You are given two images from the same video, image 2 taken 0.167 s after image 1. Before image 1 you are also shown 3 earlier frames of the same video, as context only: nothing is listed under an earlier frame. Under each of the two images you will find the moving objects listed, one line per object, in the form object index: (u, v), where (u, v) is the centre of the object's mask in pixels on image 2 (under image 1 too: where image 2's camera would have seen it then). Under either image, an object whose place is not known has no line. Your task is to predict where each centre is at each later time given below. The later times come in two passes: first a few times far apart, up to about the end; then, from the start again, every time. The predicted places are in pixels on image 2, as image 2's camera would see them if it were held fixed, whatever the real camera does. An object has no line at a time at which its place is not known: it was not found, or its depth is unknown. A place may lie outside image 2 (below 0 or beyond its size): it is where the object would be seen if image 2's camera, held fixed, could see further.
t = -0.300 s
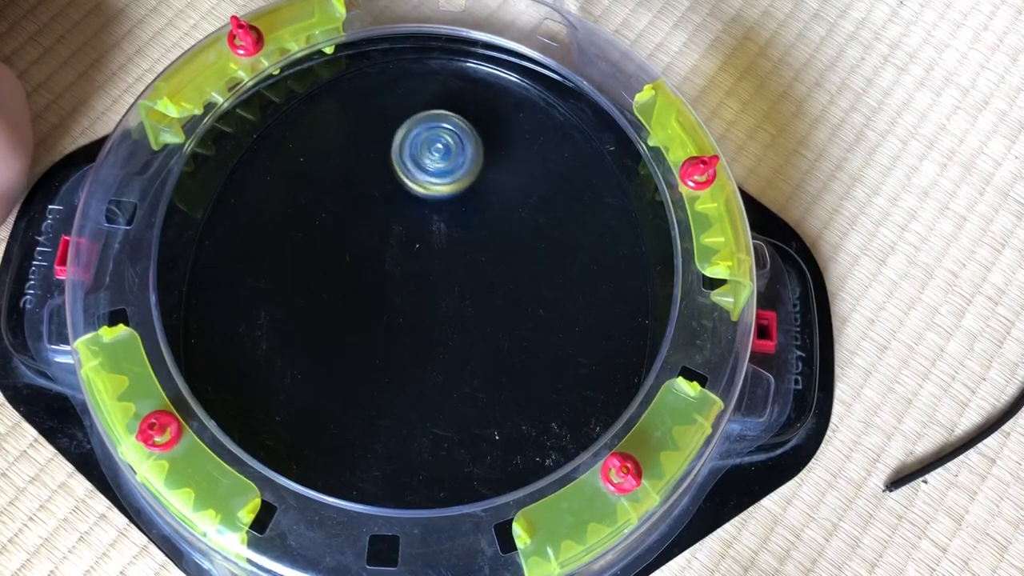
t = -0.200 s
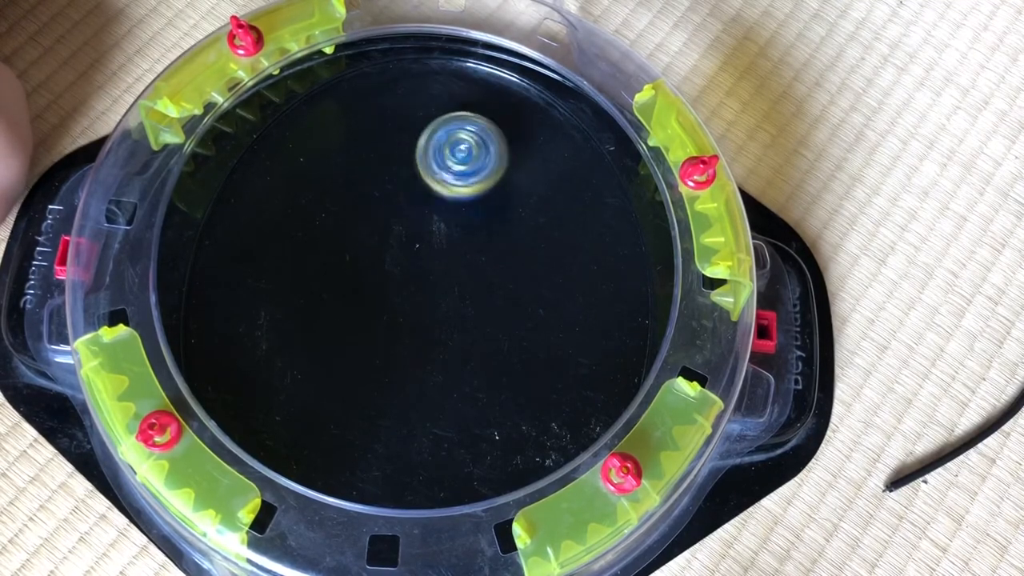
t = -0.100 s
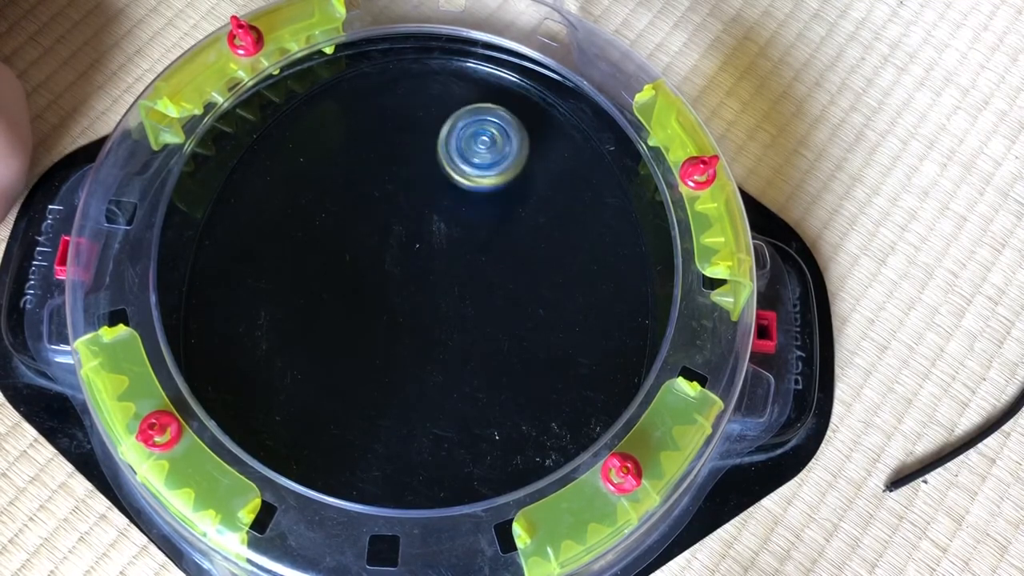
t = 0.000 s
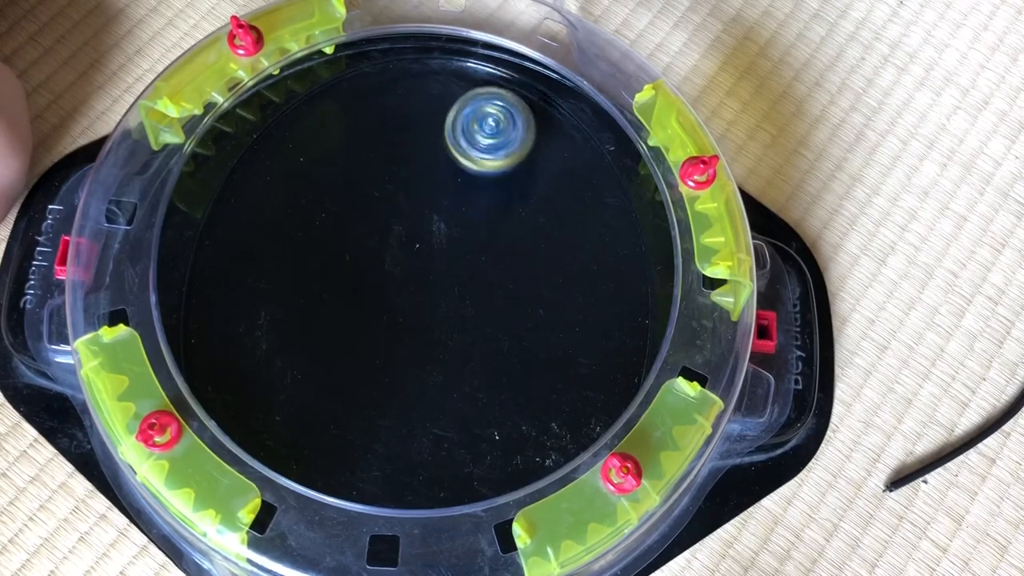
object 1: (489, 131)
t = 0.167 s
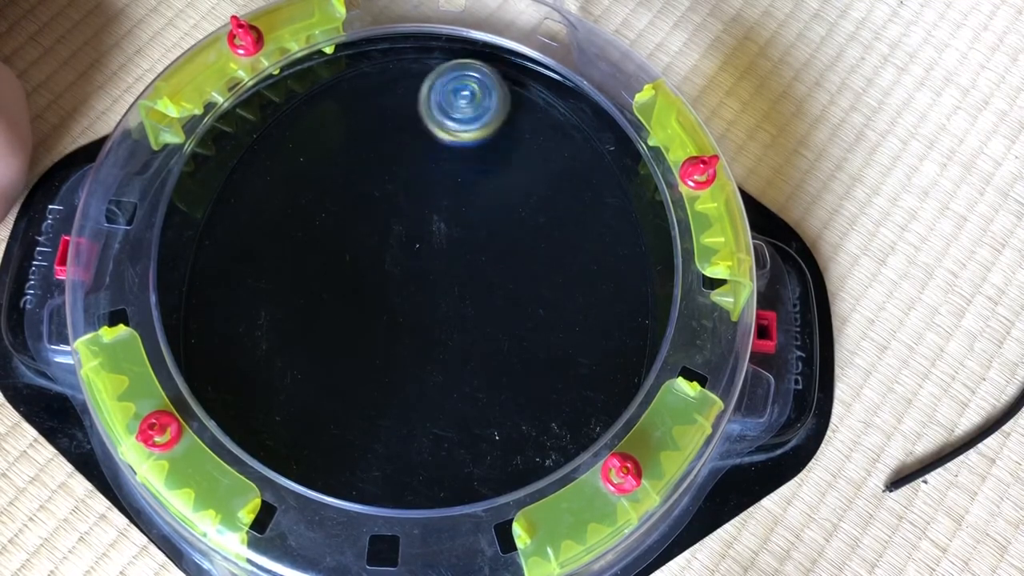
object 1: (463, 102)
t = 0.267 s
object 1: (428, 106)
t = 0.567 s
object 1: (404, 182)
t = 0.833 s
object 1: (450, 214)
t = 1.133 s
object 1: (477, 152)
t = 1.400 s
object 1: (420, 98)
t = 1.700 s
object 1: (384, 148)
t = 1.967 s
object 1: (450, 172)
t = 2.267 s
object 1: (486, 109)
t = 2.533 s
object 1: (405, 119)
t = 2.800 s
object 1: (419, 197)
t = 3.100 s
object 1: (486, 195)
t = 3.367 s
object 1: (469, 123)
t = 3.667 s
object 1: (384, 118)
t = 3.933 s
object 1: (390, 181)
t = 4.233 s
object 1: (483, 167)
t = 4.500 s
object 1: (469, 92)
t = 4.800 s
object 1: (393, 145)
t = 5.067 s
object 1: (443, 206)
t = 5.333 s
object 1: (495, 168)
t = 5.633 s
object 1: (430, 101)
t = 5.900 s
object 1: (372, 144)
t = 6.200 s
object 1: (438, 190)
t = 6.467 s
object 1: (495, 137)
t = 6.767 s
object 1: (422, 95)
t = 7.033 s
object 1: (397, 169)
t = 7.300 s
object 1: (458, 204)
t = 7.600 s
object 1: (483, 141)
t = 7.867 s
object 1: (415, 103)
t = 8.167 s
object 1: (385, 162)
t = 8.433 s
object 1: (457, 176)
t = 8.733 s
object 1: (483, 111)
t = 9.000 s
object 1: (409, 111)
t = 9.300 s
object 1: (411, 185)
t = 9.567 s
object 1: (468, 190)
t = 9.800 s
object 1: (478, 140)
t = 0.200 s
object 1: (451, 101)
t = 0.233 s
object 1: (439, 102)
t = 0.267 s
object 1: (428, 106)
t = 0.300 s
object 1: (420, 111)
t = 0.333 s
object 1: (413, 118)
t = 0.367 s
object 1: (409, 125)
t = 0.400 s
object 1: (406, 135)
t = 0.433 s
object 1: (404, 144)
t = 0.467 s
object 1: (403, 155)
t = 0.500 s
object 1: (402, 164)
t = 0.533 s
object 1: (403, 174)
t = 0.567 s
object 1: (404, 182)
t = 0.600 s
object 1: (407, 190)
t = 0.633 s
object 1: (412, 196)
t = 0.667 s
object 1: (417, 203)
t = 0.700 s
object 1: (422, 207)
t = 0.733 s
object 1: (429, 211)
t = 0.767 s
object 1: (436, 213)
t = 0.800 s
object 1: (443, 214)
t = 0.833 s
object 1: (450, 214)
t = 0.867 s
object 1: (456, 212)
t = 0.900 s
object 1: (462, 208)
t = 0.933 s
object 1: (468, 202)
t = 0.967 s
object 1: (472, 196)
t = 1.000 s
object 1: (476, 188)
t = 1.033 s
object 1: (478, 180)
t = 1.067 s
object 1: (479, 171)
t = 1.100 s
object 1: (479, 161)
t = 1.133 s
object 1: (477, 152)
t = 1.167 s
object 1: (473, 142)
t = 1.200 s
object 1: (468, 132)
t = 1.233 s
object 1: (462, 123)
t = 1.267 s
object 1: (455, 115)
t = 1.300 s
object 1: (447, 108)
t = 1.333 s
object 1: (438, 102)
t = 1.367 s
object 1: (429, 99)
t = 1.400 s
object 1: (420, 98)
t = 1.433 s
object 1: (413, 100)
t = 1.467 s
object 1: (405, 104)
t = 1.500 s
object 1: (399, 109)
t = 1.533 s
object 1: (393, 114)
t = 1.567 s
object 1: (388, 120)
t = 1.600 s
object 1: (384, 127)
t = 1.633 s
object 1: (382, 134)
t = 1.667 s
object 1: (382, 141)
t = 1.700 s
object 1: (384, 148)
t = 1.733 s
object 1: (388, 155)
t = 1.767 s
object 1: (394, 161)
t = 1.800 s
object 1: (402, 166)
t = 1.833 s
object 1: (411, 170)
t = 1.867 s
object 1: (420, 172)
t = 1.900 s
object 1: (430, 173)
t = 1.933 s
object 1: (440, 173)
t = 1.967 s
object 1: (450, 172)
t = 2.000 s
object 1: (460, 169)
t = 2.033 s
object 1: (469, 164)
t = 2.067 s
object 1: (477, 159)
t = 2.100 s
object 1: (483, 152)
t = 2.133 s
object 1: (488, 144)
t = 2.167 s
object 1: (491, 136)
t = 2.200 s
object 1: (491, 127)
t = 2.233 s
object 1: (490, 118)
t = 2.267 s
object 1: (486, 109)
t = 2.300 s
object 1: (479, 102)
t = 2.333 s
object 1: (469, 96)
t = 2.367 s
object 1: (457, 93)
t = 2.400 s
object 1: (444, 93)
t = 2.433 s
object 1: (431, 95)
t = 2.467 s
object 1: (420, 101)
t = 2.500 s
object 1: (411, 110)
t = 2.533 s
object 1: (405, 119)
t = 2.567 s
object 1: (402, 129)
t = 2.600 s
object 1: (399, 140)
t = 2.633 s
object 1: (399, 152)
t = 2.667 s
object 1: (400, 162)
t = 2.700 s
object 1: (403, 172)
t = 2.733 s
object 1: (407, 181)
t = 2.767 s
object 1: (413, 189)
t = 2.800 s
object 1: (419, 197)
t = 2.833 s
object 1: (427, 203)
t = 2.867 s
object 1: (435, 208)
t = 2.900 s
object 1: (443, 211)
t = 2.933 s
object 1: (451, 212)
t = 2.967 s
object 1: (459, 211)
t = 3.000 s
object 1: (467, 210)
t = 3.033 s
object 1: (474, 206)
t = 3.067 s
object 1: (480, 201)
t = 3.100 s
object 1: (486, 195)
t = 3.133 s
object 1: (490, 187)
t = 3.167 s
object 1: (492, 179)
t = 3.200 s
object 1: (493, 170)
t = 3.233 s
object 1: (492, 161)
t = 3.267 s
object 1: (489, 151)
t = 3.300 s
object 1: (484, 141)
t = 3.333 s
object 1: (477, 132)
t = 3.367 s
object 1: (469, 123)
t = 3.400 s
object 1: (461, 114)
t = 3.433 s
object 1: (451, 108)
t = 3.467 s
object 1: (440, 103)
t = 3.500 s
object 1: (429, 100)
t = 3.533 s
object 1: (419, 100)
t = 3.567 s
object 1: (409, 102)
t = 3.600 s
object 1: (400, 106)
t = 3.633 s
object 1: (392, 112)
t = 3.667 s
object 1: (384, 118)
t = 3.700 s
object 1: (378, 125)
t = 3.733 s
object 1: (373, 133)
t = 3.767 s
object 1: (371, 141)
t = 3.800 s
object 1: (370, 151)
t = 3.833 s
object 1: (372, 160)
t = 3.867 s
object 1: (376, 168)
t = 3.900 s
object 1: (382, 175)
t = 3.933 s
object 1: (390, 181)
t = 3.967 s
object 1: (399, 186)
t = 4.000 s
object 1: (410, 189)
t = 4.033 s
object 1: (421, 191)
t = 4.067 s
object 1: (432, 191)
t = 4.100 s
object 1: (443, 189)
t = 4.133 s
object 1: (455, 186)
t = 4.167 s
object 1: (465, 181)
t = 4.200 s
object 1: (475, 174)
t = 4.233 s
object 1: (483, 167)
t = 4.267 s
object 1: (490, 157)
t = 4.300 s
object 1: (494, 147)
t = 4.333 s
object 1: (496, 137)
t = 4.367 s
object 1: (496, 126)
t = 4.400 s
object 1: (493, 115)
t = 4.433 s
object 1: (487, 106)
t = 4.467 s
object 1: (479, 98)
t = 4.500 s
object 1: (469, 92)
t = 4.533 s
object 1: (456, 89)
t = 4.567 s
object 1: (443, 88)
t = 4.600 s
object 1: (431, 90)
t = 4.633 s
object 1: (419, 95)
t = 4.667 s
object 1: (409, 103)
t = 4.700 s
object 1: (402, 112)
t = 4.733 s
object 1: (397, 122)
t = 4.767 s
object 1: (394, 134)
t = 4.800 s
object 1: (393, 145)
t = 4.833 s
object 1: (394, 157)
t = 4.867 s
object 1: (397, 167)
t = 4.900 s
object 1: (402, 177)
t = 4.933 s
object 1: (409, 186)
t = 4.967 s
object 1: (417, 193)
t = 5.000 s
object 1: (425, 199)
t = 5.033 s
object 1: (434, 204)
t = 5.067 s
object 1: (443, 206)
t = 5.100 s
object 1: (452, 207)
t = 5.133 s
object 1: (461, 206)
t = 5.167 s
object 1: (470, 204)
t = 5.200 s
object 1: (478, 200)
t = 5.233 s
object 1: (485, 194)
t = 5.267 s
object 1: (490, 186)
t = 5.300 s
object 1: (494, 177)
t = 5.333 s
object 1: (495, 168)
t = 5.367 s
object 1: (495, 158)
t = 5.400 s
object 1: (491, 148)
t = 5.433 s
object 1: (486, 138)
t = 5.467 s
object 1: (480, 129)
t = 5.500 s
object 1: (471, 121)
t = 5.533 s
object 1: (463, 113)
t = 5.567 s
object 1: (453, 107)
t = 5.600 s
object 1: (442, 103)
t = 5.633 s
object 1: (430, 101)
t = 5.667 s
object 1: (419, 101)
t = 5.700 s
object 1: (410, 104)
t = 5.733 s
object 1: (400, 108)
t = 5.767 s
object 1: (392, 113)
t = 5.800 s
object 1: (386, 120)
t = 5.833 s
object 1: (380, 127)
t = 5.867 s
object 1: (375, 135)
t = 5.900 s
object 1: (372, 144)
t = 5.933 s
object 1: (372, 154)
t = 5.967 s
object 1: (375, 164)
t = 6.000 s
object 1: (380, 172)
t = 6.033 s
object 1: (387, 179)
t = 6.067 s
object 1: (396, 184)
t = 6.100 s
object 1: (406, 188)
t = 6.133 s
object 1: (416, 190)
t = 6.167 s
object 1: (427, 190)
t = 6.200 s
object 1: (438, 190)
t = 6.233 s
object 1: (449, 188)
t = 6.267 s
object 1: (460, 184)
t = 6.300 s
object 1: (469, 178)
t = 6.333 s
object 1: (477, 172)
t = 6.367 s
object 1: (484, 164)
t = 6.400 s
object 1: (489, 156)
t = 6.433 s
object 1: (493, 146)
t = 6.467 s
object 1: (495, 137)
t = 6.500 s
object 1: (494, 127)
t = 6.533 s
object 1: (491, 117)
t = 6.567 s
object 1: (486, 108)
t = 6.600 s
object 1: (478, 100)
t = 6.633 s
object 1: (469, 95)
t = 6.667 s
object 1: (458, 91)
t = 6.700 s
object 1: (446, 90)
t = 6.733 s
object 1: (433, 91)
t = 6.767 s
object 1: (422, 95)
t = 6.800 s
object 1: (412, 102)
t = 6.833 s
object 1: (405, 110)
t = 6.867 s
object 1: (400, 119)
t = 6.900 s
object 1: (396, 129)
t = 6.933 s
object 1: (394, 139)
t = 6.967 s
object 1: (393, 149)
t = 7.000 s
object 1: (394, 159)
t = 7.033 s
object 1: (397, 169)
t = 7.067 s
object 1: (402, 178)
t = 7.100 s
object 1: (408, 185)
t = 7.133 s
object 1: (415, 191)
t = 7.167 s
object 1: (422, 197)
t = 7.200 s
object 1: (430, 201)
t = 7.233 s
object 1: (440, 204)
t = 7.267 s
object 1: (449, 205)
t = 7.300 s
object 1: (458, 204)
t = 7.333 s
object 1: (465, 201)
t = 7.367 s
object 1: (472, 197)
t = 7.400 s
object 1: (479, 192)
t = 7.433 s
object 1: (485, 185)
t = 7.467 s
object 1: (488, 176)
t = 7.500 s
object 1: (489, 167)
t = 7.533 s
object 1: (489, 159)
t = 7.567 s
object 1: (486, 149)
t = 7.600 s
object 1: (483, 141)
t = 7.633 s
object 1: (478, 132)
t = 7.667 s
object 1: (471, 123)
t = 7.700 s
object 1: (463, 116)
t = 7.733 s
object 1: (454, 110)
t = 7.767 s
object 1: (445, 105)
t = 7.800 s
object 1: (435, 102)
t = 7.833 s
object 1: (425, 101)
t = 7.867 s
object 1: (415, 103)
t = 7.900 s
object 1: (406, 106)
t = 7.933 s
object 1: (399, 111)
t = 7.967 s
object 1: (392, 116)
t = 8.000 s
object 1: (385, 122)
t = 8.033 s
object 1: (381, 131)
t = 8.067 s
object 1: (379, 139)
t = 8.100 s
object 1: (380, 147)
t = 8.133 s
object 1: (382, 155)
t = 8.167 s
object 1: (385, 162)
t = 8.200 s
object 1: (391, 169)
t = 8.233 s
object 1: (400, 174)
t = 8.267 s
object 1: (409, 178)
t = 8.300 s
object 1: (418, 180)
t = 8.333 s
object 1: (427, 181)
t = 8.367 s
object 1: (438, 181)
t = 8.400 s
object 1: (448, 180)
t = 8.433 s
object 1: (457, 176)
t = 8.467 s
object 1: (465, 172)
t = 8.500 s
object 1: (473, 167)
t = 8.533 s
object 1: (480, 161)
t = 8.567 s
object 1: (486, 153)
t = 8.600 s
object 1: (488, 145)
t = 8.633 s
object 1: (490, 137)
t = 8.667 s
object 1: (490, 128)
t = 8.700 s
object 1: (487, 119)
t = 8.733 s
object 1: (483, 111)
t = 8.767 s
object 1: (476, 104)
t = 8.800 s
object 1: (467, 99)
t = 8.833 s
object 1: (457, 95)
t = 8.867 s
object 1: (445, 94)
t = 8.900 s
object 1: (434, 95)
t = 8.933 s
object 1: (424, 99)
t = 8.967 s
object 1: (416, 105)
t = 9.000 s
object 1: (409, 111)
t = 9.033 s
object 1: (403, 119)
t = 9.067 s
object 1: (399, 129)
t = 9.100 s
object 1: (397, 138)
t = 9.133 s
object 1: (396, 146)
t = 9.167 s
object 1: (396, 155)
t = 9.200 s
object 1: (397, 164)
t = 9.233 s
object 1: (401, 173)
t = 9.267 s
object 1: (406, 179)
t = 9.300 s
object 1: (411, 185)
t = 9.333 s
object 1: (418, 191)
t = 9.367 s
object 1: (425, 195)
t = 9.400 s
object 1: (433, 197)
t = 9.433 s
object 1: (440, 198)
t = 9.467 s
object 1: (447, 198)
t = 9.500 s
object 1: (455, 198)
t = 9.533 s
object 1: (462, 194)
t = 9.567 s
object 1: (468, 190)
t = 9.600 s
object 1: (473, 185)
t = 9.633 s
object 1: (478, 180)
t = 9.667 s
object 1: (481, 172)
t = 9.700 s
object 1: (482, 164)
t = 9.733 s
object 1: (482, 158)
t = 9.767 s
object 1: (481, 148)
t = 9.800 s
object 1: (478, 140)
